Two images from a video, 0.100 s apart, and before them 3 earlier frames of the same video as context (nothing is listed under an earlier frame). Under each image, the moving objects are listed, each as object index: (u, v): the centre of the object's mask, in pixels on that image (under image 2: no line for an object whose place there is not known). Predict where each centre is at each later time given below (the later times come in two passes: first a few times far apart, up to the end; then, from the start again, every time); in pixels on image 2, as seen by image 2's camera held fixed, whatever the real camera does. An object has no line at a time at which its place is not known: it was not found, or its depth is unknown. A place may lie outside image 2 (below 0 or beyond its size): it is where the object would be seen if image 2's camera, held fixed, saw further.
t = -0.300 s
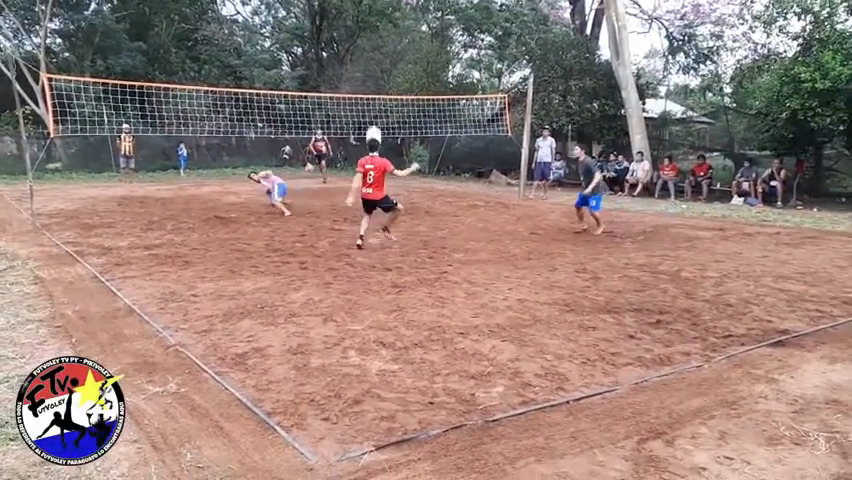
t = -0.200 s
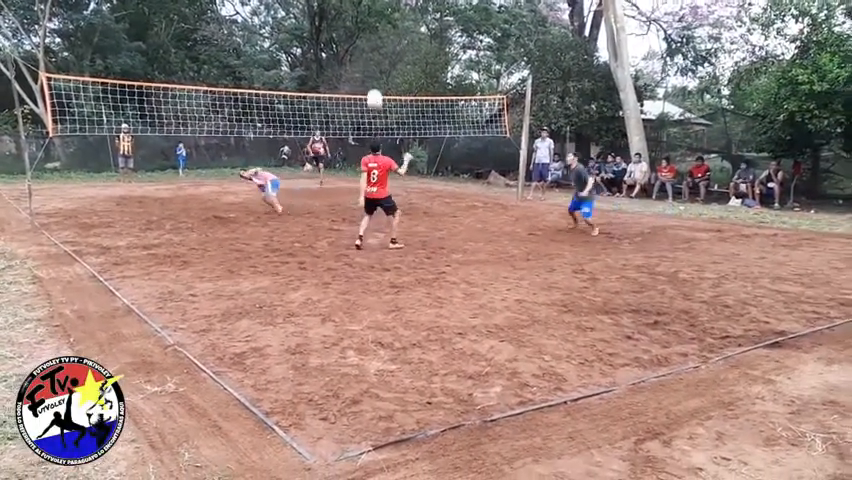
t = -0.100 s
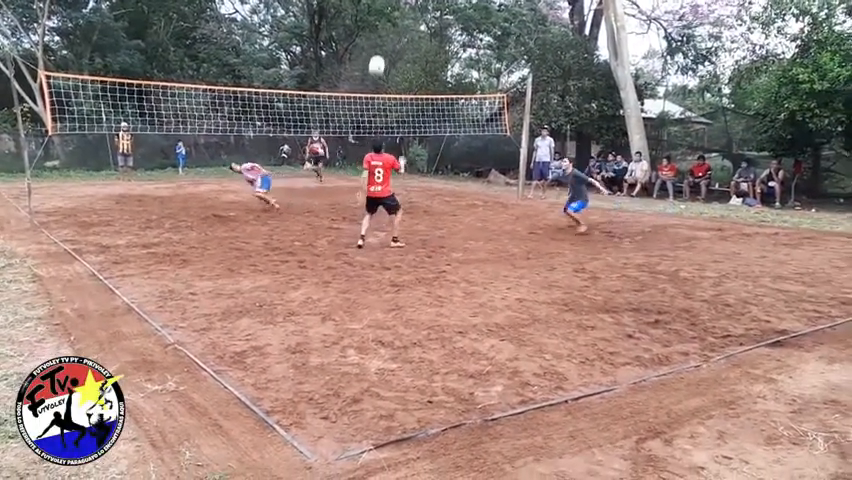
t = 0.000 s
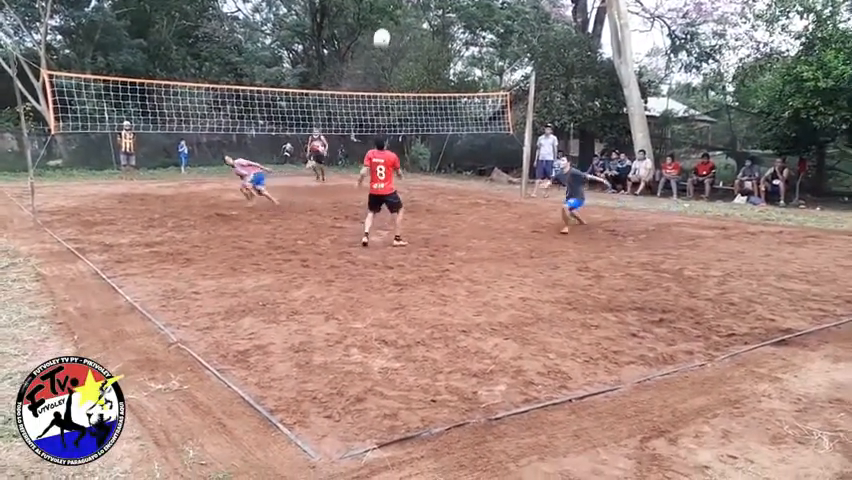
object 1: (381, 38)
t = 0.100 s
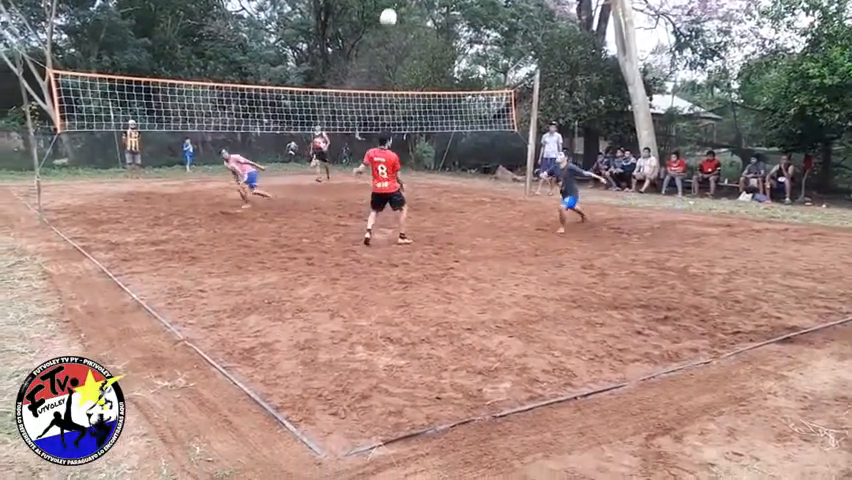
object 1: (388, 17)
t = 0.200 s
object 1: (391, 7)
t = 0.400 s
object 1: (397, 6)
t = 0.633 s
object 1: (405, 37)
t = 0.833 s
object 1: (411, 98)
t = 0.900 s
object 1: (414, 125)
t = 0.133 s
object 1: (389, 12)
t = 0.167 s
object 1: (390, 9)
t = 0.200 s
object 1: (391, 7)
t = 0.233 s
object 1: (392, 6)
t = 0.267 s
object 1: (393, 5)
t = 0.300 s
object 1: (394, 5)
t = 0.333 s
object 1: (395, 5)
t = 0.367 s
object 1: (396, 5)
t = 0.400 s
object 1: (397, 6)
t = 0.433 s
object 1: (399, 7)
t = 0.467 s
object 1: (399, 9)
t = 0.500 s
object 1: (401, 12)
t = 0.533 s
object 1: (402, 17)
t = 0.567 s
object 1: (403, 23)
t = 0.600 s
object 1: (404, 30)
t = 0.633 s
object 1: (405, 37)
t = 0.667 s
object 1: (406, 45)
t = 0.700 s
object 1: (407, 54)
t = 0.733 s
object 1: (408, 64)
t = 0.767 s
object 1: (409, 75)
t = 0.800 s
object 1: (410, 85)
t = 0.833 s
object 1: (411, 98)
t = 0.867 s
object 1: (413, 111)
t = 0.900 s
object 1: (414, 125)
